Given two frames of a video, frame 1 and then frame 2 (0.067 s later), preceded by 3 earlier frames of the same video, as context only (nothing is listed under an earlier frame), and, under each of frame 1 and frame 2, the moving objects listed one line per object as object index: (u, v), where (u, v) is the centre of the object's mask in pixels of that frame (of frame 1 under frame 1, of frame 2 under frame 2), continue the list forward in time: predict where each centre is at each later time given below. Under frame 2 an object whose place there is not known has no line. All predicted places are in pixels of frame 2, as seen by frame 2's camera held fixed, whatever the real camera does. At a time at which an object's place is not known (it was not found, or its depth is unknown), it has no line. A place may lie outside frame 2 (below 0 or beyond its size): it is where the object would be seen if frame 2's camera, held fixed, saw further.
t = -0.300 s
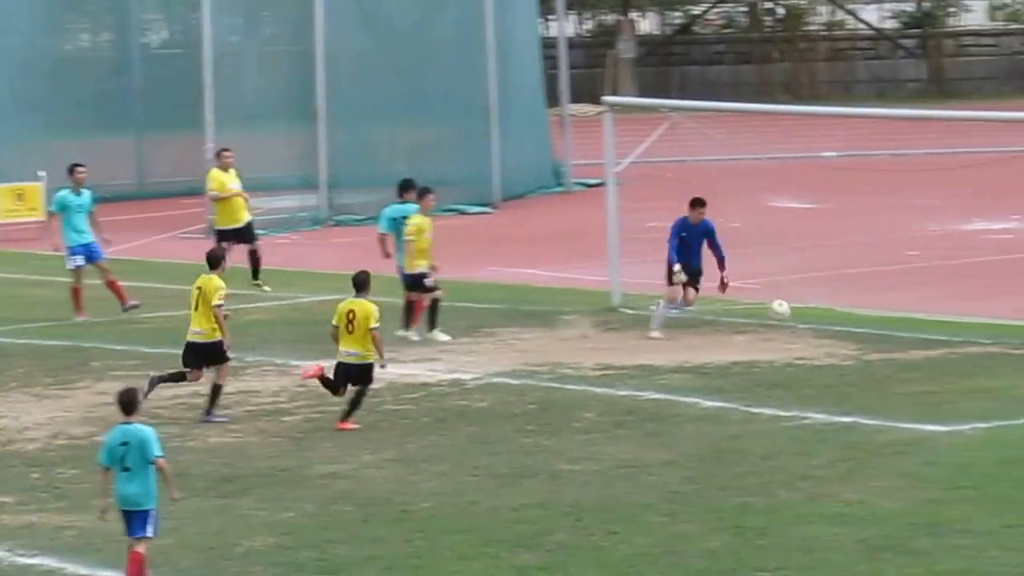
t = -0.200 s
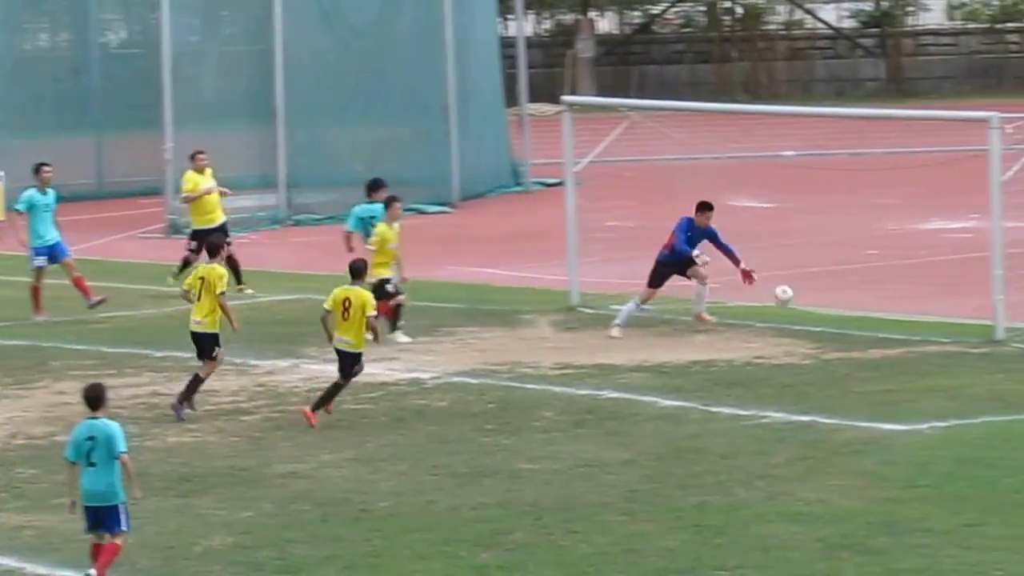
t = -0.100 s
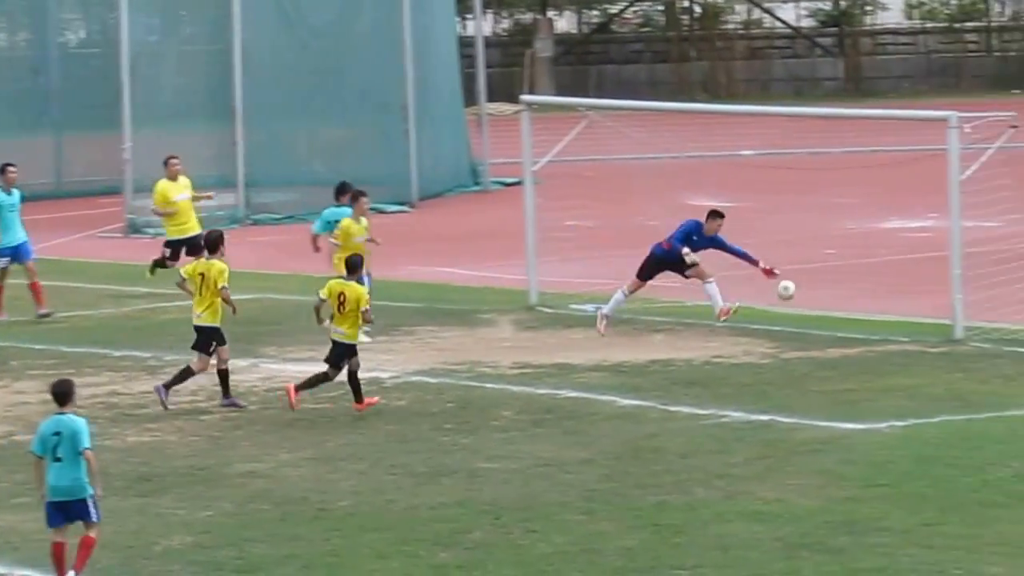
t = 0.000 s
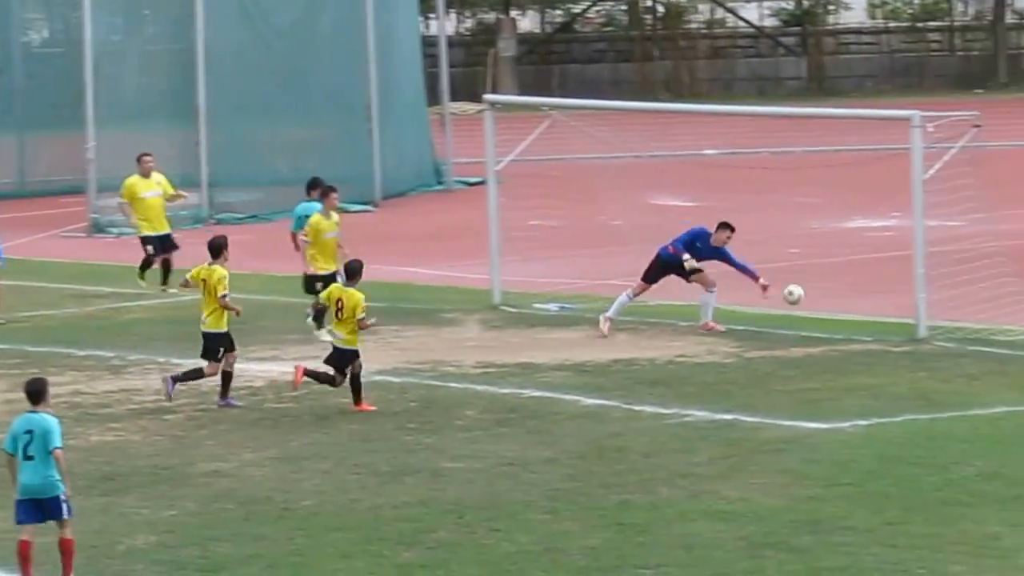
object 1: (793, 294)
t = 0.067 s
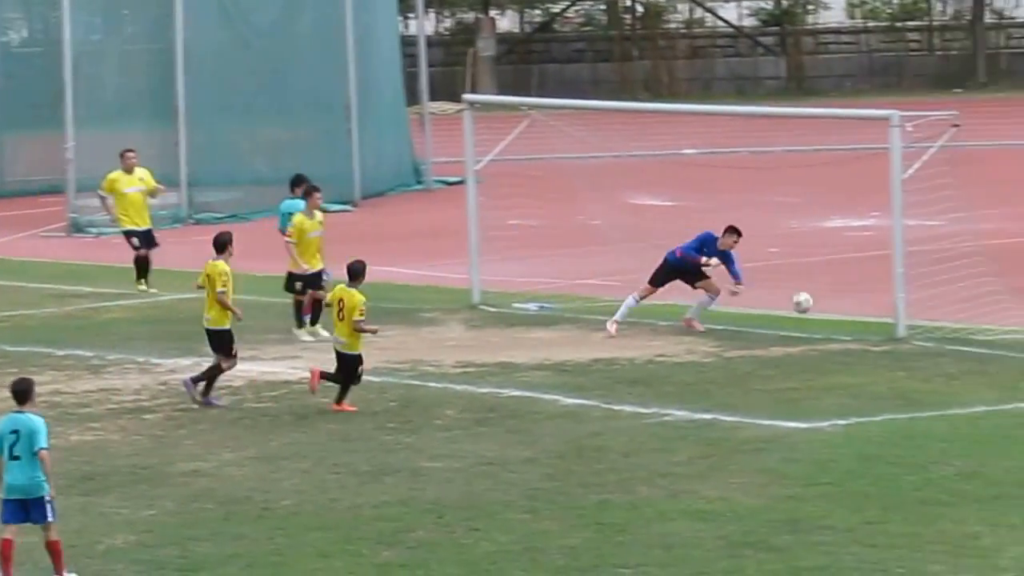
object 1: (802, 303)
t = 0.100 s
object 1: (815, 308)
